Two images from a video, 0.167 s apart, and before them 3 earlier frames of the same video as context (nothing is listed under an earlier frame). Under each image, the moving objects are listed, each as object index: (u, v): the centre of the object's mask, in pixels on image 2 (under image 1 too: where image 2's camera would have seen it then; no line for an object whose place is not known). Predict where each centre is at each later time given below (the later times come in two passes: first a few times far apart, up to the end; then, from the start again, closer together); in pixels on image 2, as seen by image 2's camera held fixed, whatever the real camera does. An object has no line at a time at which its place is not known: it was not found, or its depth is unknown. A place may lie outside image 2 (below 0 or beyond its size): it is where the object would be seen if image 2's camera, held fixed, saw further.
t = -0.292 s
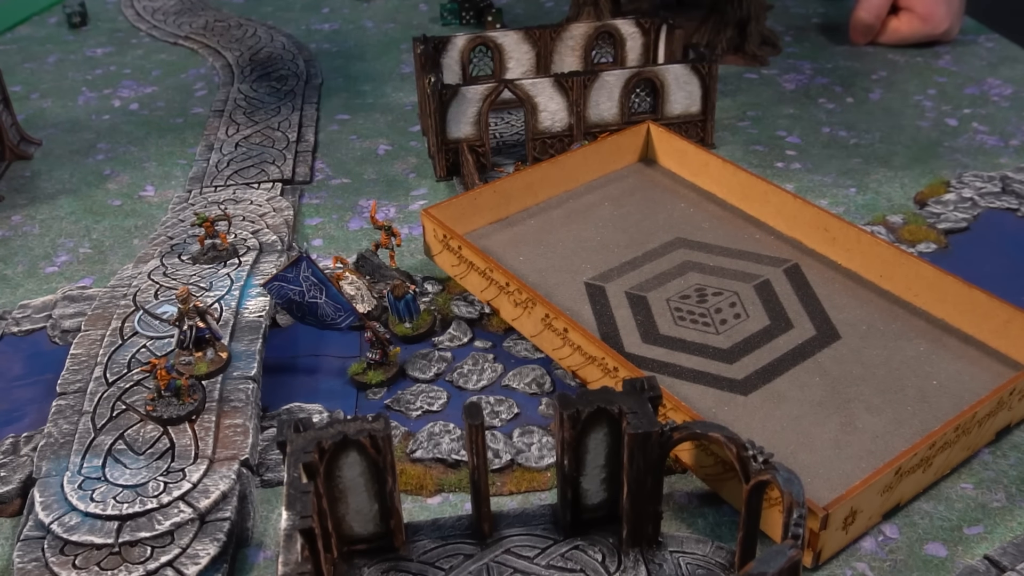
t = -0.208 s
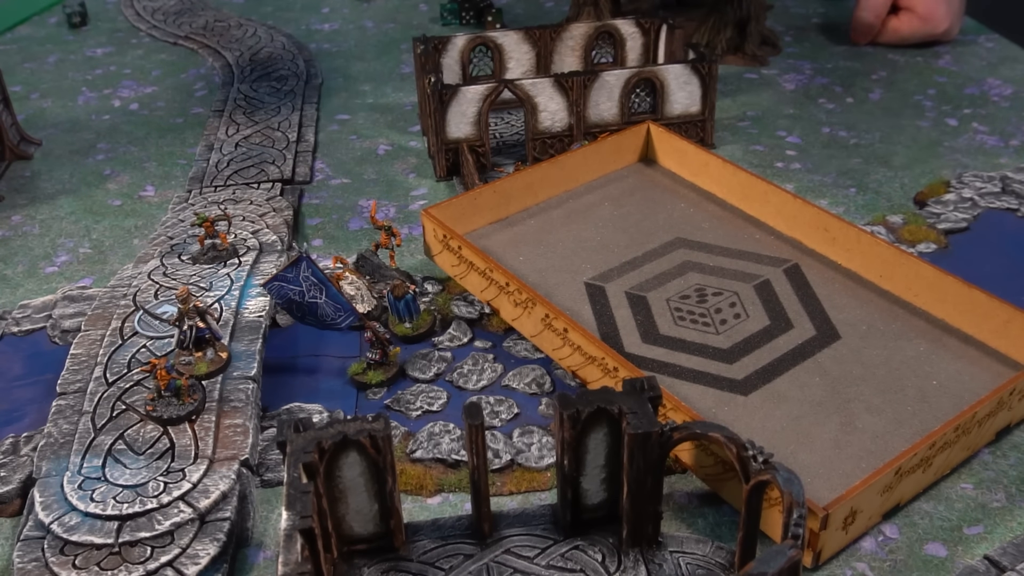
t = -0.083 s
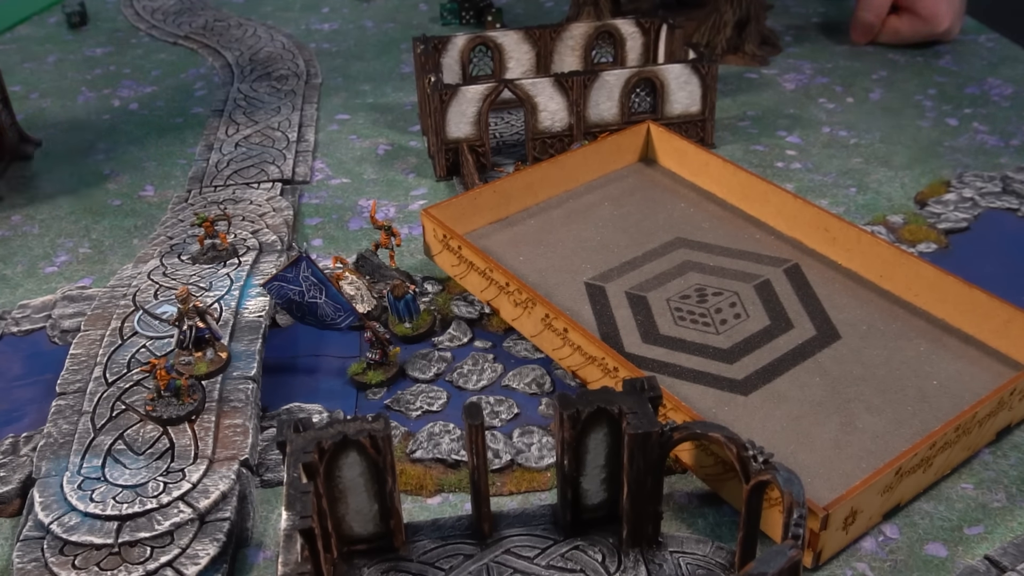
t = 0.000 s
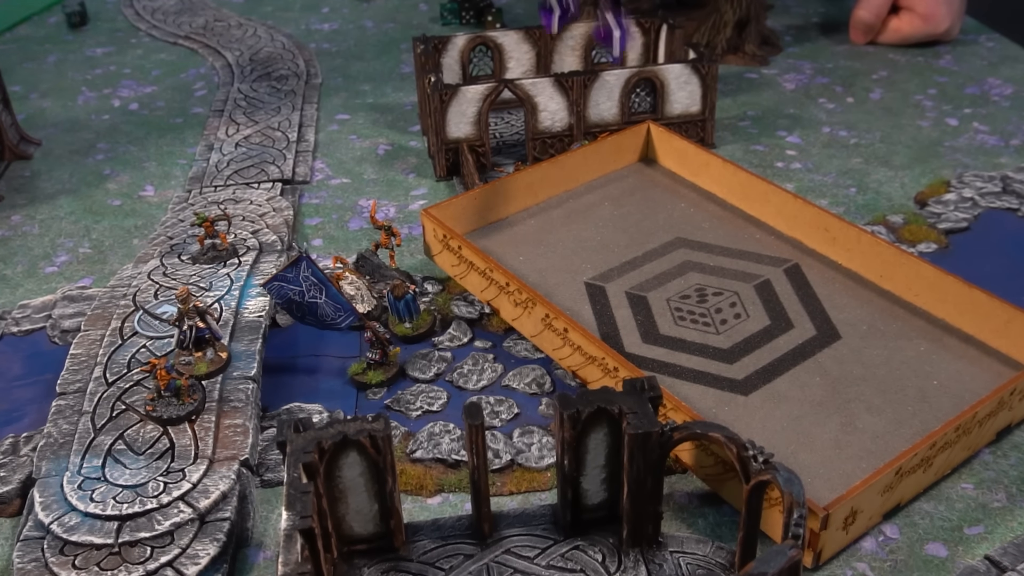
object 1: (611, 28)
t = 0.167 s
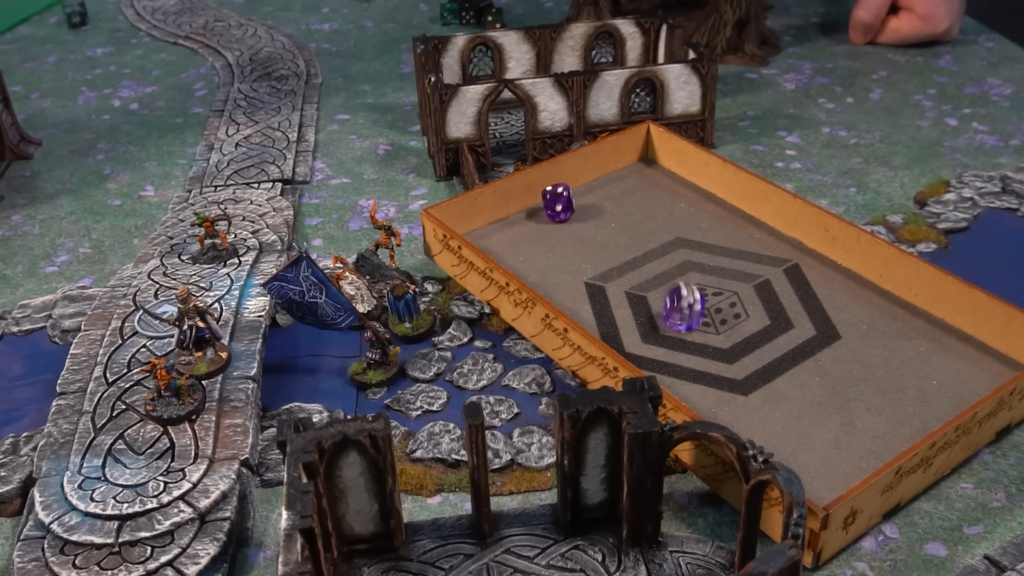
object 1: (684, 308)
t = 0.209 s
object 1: (685, 331)
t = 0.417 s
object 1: (752, 424)
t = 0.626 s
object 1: (855, 466)
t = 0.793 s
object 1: (856, 459)
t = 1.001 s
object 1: (859, 461)
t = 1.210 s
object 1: (859, 461)
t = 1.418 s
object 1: (859, 461)
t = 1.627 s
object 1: (859, 461)
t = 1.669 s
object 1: (859, 461)
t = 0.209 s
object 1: (685, 331)
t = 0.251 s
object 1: (684, 358)
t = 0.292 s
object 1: (687, 393)
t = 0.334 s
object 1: (716, 404)
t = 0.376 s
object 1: (737, 413)
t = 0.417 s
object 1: (752, 424)
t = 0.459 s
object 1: (772, 437)
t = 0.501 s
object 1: (795, 448)
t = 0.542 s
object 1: (820, 459)
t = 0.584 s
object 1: (841, 466)
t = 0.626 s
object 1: (855, 466)
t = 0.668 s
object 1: (862, 461)
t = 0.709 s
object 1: (867, 456)
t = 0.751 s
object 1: (864, 458)
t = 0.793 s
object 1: (856, 459)
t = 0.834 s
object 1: (860, 461)
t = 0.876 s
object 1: (859, 461)
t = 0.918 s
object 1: (859, 461)
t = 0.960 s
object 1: (858, 461)
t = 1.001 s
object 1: (859, 461)
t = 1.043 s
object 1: (859, 461)
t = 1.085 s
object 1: (859, 461)
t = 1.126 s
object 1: (859, 461)
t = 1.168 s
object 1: (859, 461)
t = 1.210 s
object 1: (859, 461)
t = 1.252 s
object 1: (859, 461)
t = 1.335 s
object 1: (859, 461)
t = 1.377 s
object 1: (859, 461)
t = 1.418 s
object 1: (859, 461)
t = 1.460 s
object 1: (859, 461)
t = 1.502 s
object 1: (859, 461)
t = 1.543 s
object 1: (859, 461)
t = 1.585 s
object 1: (859, 461)
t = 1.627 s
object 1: (859, 461)
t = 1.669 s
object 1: (859, 461)
